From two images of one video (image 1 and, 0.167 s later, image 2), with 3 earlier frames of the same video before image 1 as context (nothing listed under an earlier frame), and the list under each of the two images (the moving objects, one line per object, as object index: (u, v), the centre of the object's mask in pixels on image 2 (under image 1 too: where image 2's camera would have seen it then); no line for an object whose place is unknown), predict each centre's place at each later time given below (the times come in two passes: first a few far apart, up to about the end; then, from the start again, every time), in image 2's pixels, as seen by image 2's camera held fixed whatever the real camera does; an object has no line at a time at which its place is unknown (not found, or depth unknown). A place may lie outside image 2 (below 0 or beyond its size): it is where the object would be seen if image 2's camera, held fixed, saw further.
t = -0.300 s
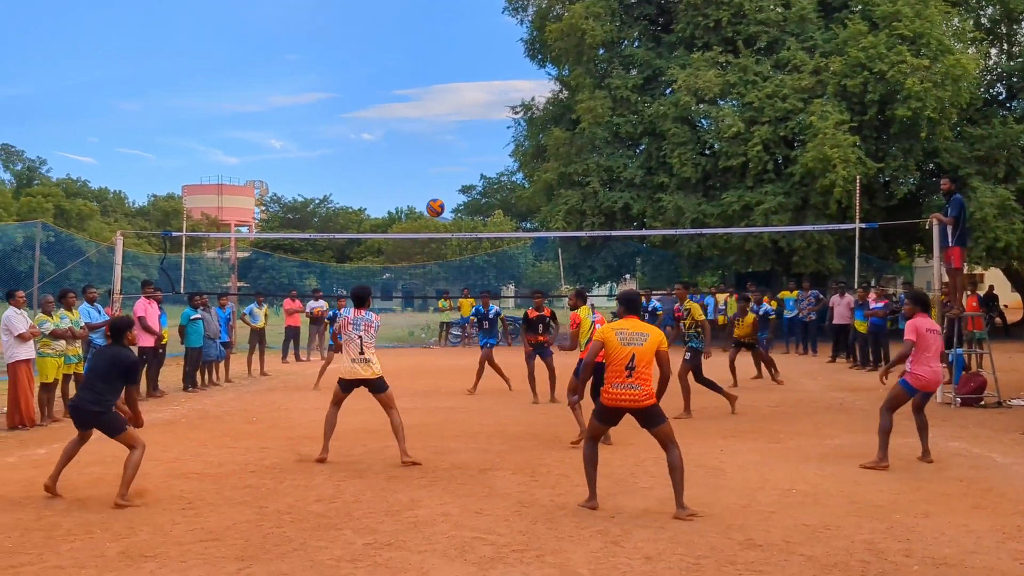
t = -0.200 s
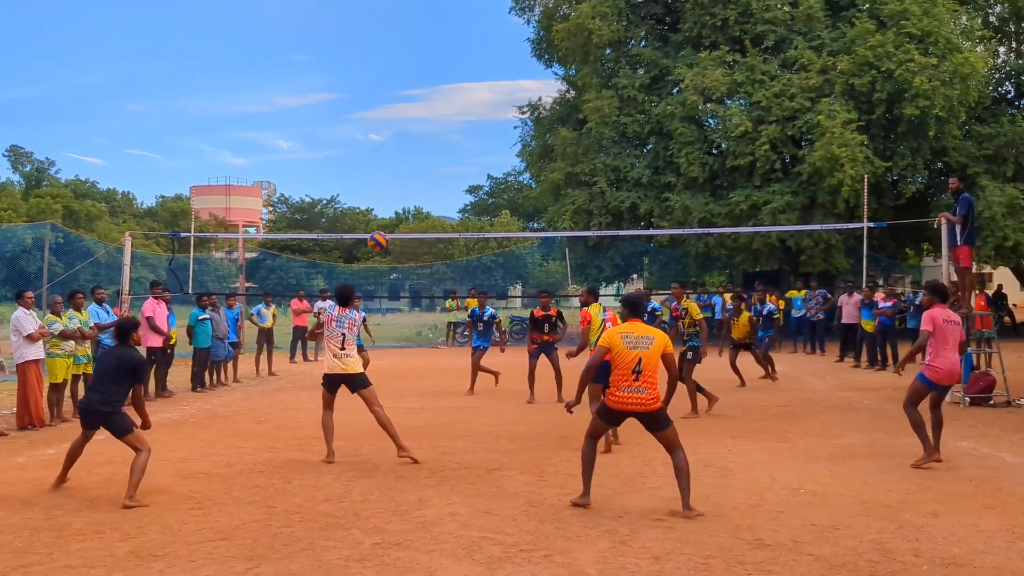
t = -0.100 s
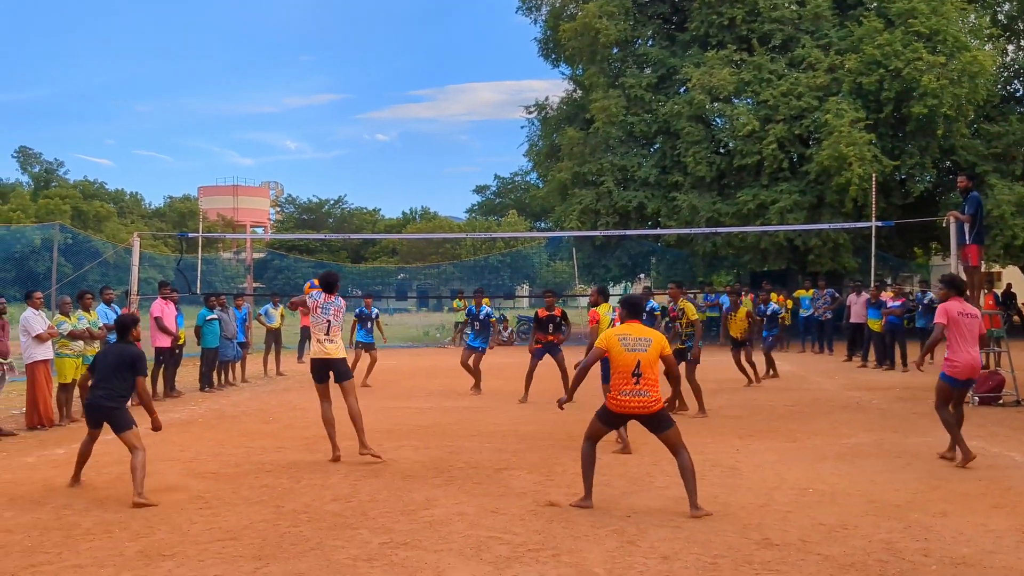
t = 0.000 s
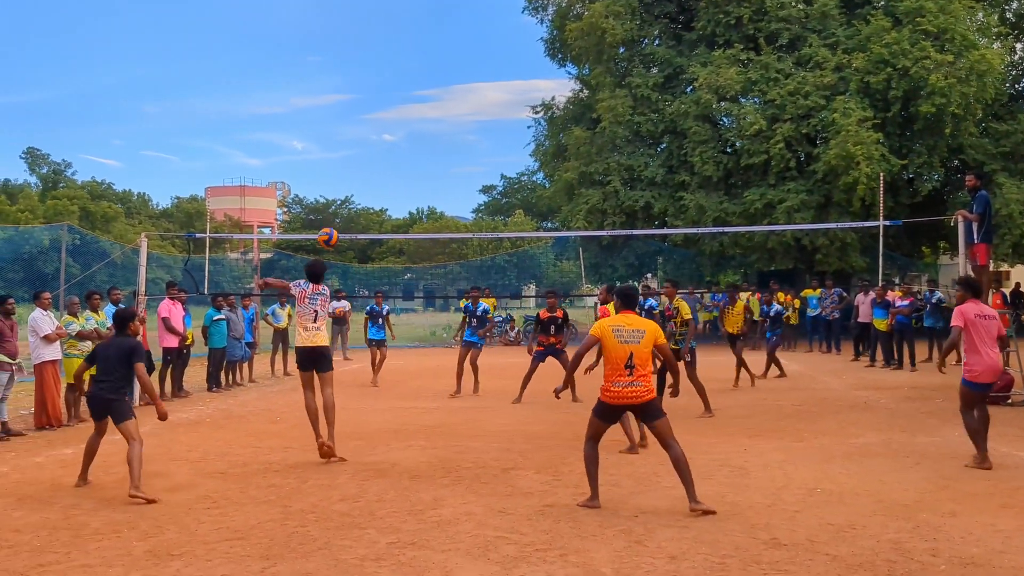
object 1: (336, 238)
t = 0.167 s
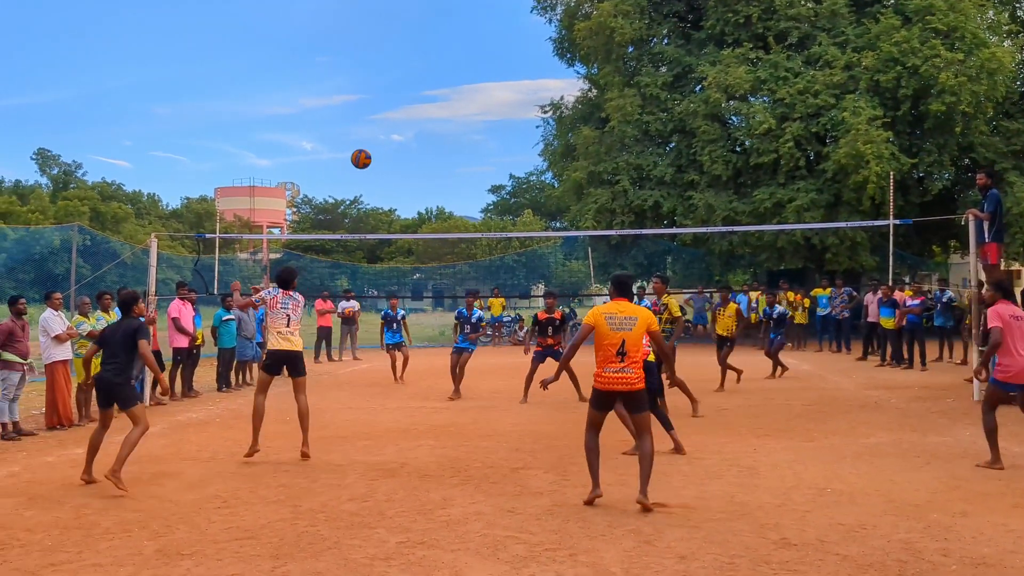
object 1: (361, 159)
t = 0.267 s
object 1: (375, 126)
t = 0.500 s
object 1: (403, 91)
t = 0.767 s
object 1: (433, 109)
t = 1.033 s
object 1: (461, 184)
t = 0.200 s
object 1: (366, 147)
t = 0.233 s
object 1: (370, 136)
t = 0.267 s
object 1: (375, 126)
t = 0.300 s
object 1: (379, 118)
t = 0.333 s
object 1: (383, 110)
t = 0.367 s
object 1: (388, 104)
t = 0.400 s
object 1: (392, 100)
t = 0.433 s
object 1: (396, 96)
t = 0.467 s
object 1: (400, 92)
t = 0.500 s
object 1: (403, 91)
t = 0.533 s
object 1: (407, 90)
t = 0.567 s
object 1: (411, 90)
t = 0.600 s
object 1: (415, 91)
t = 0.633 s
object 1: (419, 93)
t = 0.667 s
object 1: (422, 95)
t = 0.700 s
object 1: (426, 99)
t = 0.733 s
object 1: (430, 103)
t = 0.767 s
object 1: (433, 109)
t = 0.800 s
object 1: (437, 116)
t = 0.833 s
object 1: (441, 123)
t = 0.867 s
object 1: (444, 131)
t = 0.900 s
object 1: (448, 141)
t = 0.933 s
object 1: (451, 150)
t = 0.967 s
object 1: (455, 161)
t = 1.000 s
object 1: (458, 172)
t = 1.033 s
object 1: (461, 184)
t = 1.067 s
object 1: (464, 197)
